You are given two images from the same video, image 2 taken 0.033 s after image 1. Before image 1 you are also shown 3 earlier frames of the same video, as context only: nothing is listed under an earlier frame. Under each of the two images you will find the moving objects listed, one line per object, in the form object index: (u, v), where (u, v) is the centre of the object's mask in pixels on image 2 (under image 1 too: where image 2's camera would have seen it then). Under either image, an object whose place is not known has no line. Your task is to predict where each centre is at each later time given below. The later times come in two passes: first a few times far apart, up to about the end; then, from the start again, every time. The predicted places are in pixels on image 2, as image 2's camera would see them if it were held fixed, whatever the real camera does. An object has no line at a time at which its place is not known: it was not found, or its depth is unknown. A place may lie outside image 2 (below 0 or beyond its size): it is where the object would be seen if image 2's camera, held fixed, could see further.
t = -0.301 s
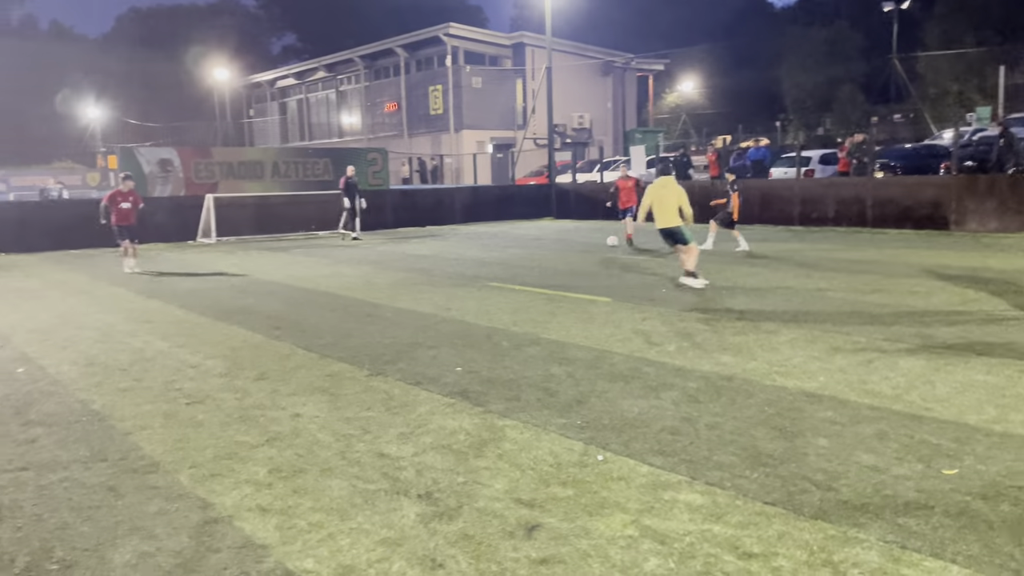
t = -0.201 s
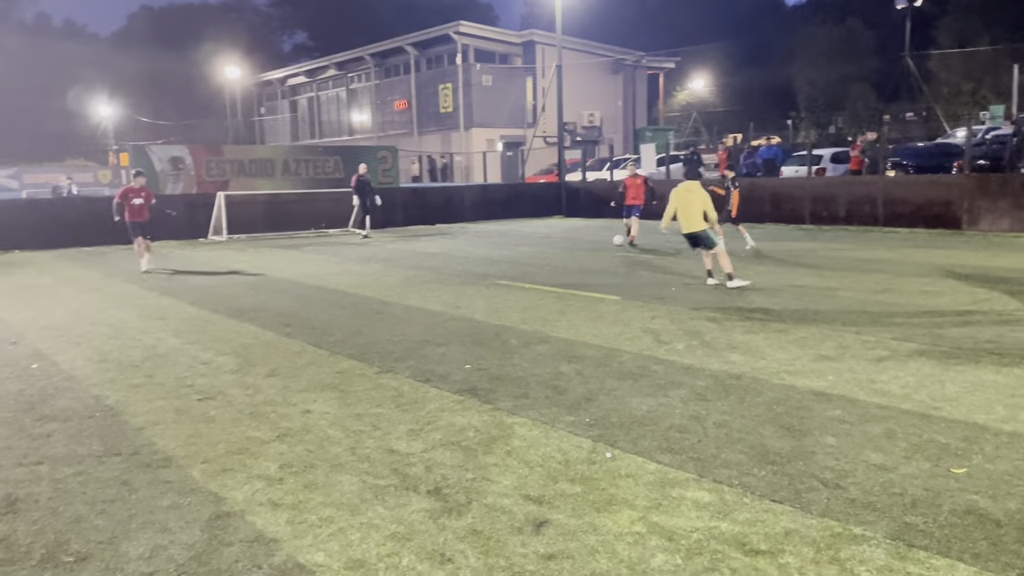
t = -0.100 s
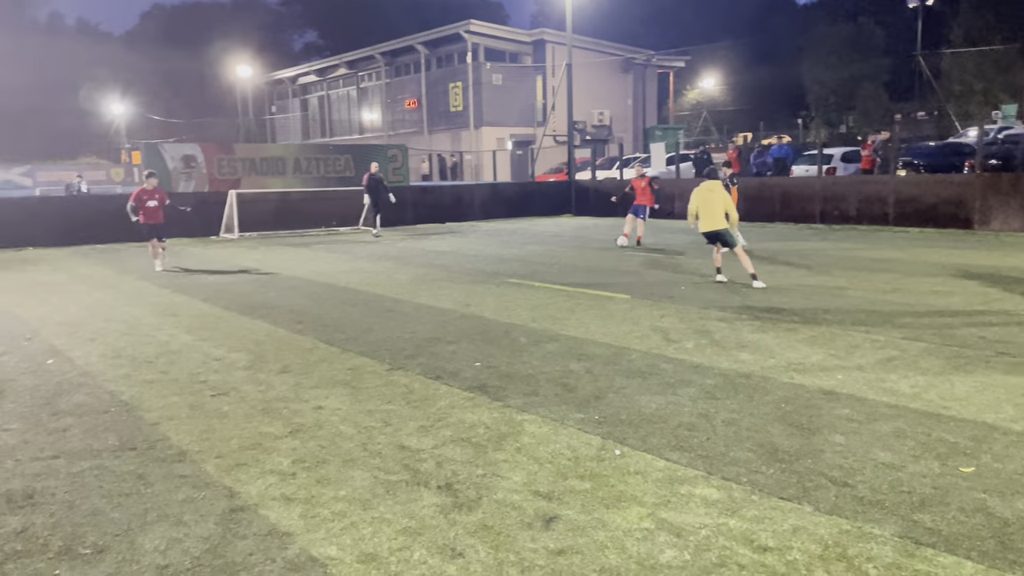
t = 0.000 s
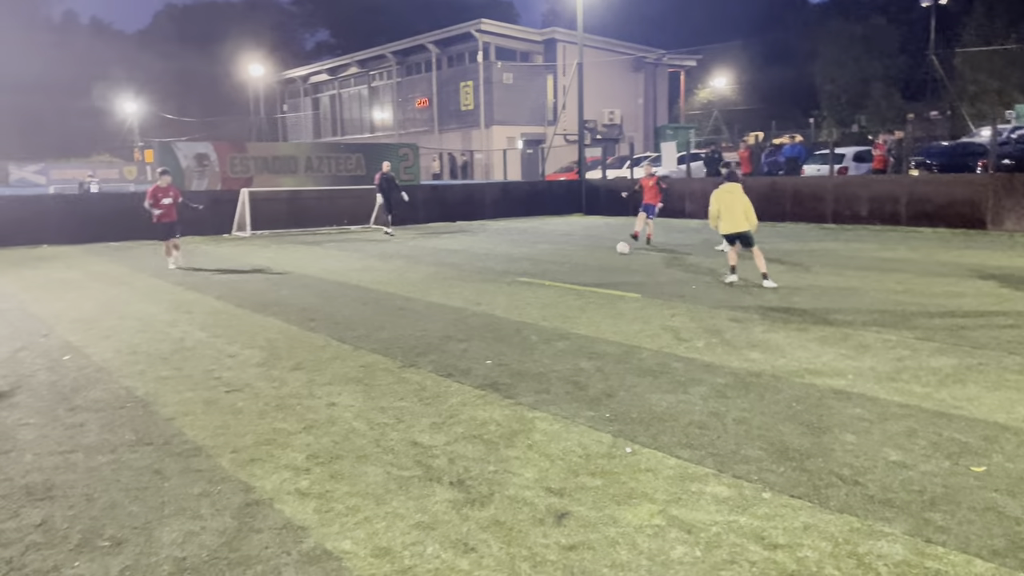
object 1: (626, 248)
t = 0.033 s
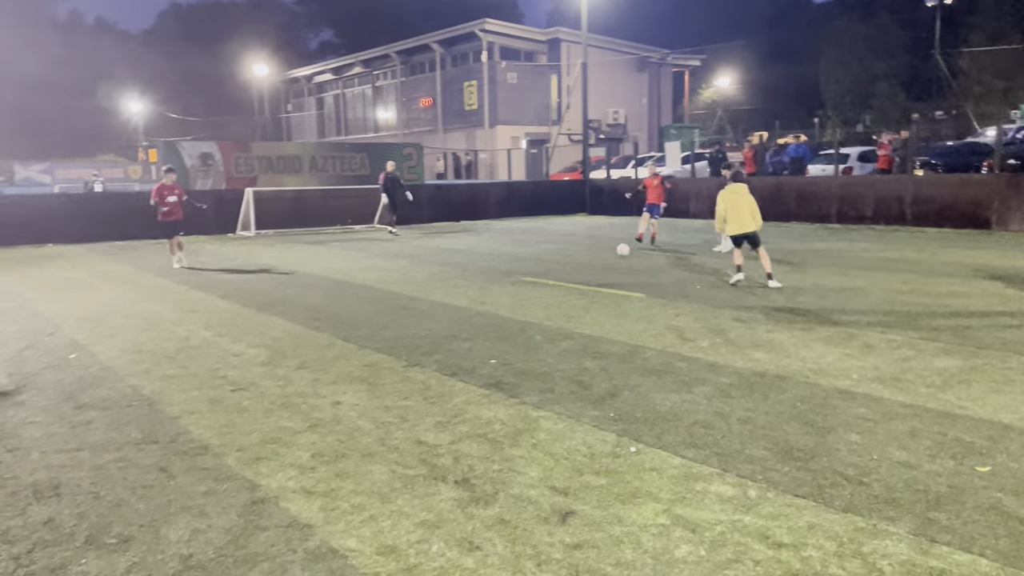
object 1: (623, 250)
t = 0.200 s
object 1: (606, 265)
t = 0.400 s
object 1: (585, 289)
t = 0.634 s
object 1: (555, 331)
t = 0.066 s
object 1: (619, 253)
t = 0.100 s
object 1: (616, 257)
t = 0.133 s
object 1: (613, 260)
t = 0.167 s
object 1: (610, 262)
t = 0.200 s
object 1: (606, 265)
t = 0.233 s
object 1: (602, 269)
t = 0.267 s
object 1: (599, 275)
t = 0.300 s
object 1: (595, 279)
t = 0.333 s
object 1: (592, 281)
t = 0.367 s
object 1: (588, 284)
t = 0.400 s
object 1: (585, 289)
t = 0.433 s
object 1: (581, 295)
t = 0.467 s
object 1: (577, 303)
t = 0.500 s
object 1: (573, 313)
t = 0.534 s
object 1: (569, 319)
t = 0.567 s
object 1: (565, 321)
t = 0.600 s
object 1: (560, 325)
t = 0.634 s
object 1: (555, 331)
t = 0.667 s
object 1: (551, 339)
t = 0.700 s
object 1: (545, 350)
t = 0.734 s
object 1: (539, 363)
